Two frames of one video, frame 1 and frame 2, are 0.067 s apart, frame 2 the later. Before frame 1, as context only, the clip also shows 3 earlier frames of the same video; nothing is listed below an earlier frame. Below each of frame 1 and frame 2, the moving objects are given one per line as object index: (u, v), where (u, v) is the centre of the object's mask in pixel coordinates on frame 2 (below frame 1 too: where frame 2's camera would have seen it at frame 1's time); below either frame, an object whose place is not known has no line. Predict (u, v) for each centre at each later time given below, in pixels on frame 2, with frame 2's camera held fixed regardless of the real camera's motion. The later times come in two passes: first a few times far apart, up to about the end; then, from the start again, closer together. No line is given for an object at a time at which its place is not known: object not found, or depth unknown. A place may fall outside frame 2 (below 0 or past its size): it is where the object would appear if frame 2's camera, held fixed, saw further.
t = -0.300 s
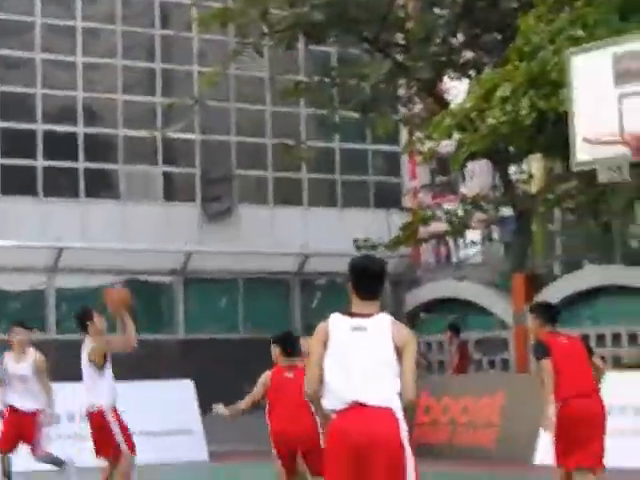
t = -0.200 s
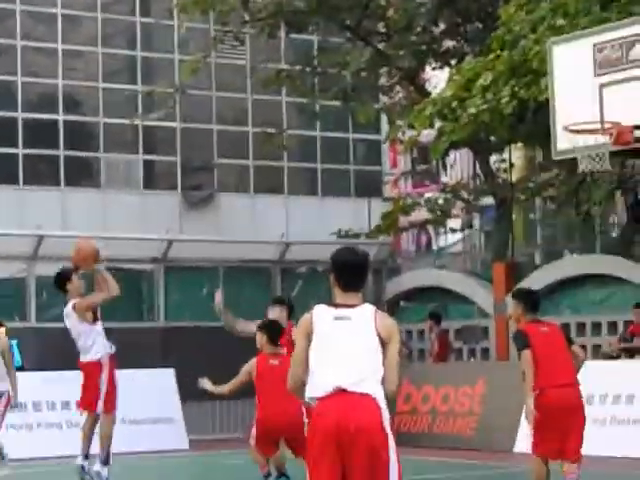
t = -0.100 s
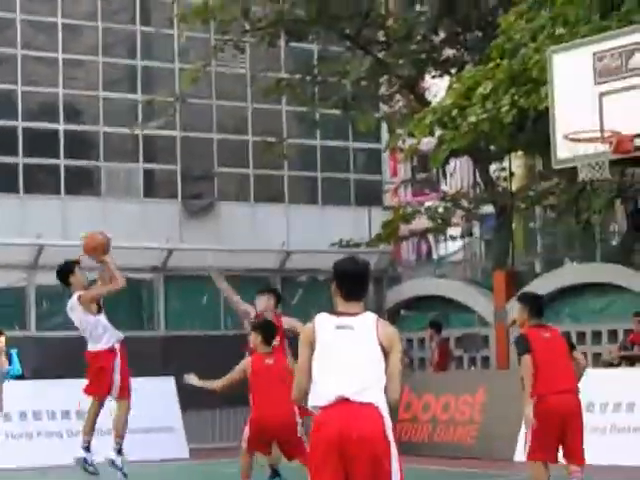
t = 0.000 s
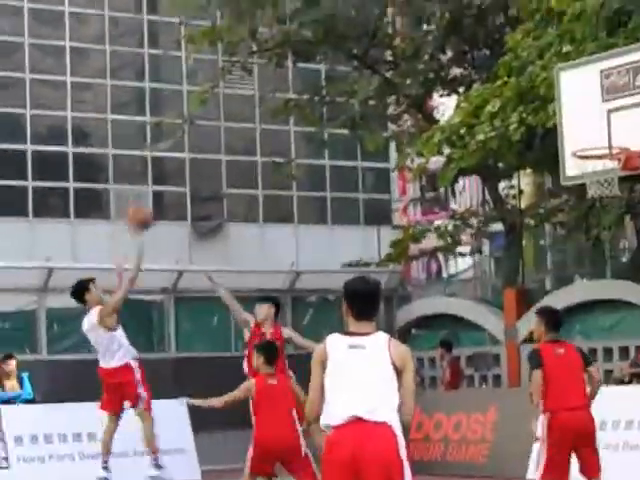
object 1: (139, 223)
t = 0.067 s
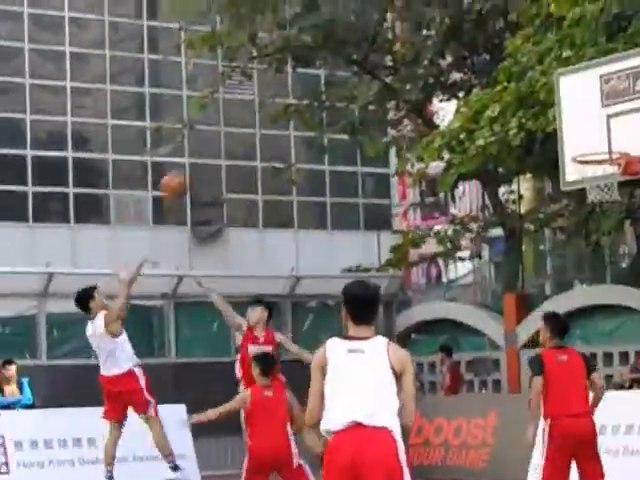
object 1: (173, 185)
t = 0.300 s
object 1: (294, 100)
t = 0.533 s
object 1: (414, 75)
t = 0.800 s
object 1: (556, 126)
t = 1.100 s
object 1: (616, 186)
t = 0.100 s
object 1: (191, 170)
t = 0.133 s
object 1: (208, 153)
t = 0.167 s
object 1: (224, 141)
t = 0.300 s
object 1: (294, 100)
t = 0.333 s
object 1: (312, 92)
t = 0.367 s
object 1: (328, 86)
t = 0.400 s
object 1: (346, 81)
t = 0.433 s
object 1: (362, 77)
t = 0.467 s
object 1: (381, 75)
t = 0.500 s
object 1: (396, 74)
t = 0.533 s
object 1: (414, 75)
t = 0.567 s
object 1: (432, 78)
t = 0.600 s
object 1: (451, 81)
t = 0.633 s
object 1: (467, 86)
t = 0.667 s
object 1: (484, 91)
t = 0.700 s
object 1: (504, 97)
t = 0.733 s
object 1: (519, 108)
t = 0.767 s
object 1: (538, 116)
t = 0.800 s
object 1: (556, 126)
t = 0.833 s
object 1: (575, 139)
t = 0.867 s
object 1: (592, 153)
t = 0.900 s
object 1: (611, 167)
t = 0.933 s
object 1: (625, 172)
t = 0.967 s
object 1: (624, 177)
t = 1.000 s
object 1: (621, 179)
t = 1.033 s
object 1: (620, 181)
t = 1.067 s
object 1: (618, 183)
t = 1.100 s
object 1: (616, 186)
